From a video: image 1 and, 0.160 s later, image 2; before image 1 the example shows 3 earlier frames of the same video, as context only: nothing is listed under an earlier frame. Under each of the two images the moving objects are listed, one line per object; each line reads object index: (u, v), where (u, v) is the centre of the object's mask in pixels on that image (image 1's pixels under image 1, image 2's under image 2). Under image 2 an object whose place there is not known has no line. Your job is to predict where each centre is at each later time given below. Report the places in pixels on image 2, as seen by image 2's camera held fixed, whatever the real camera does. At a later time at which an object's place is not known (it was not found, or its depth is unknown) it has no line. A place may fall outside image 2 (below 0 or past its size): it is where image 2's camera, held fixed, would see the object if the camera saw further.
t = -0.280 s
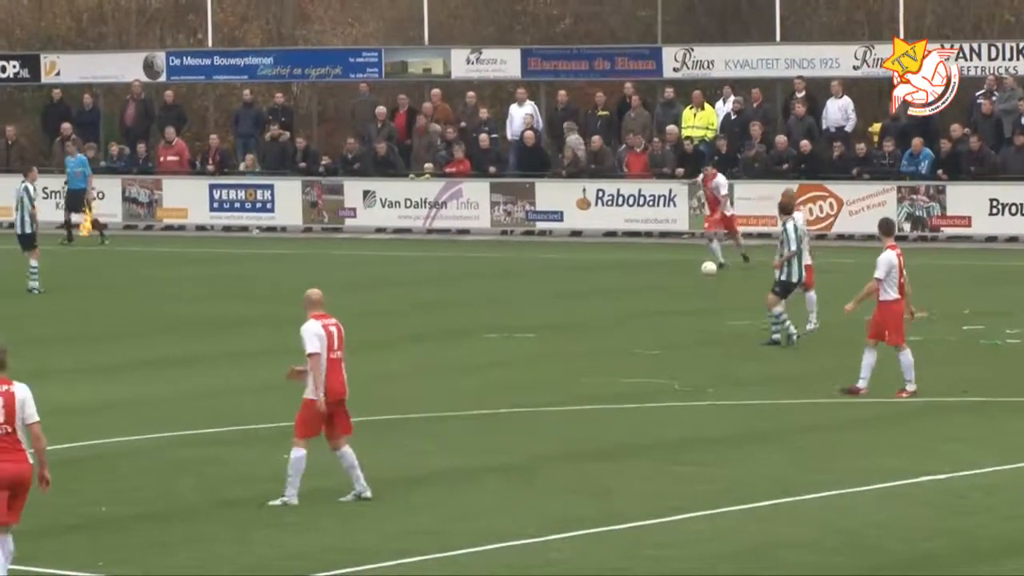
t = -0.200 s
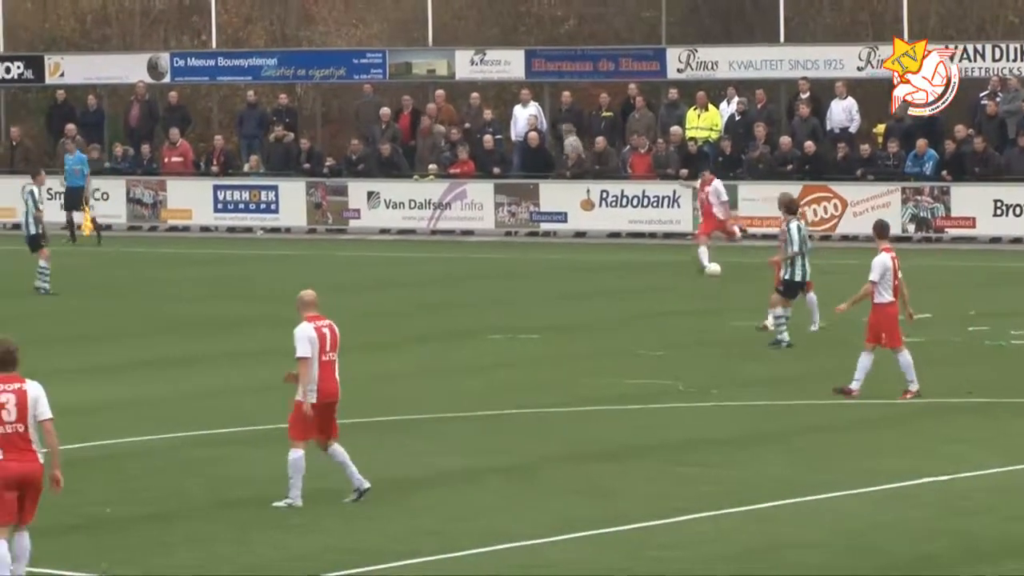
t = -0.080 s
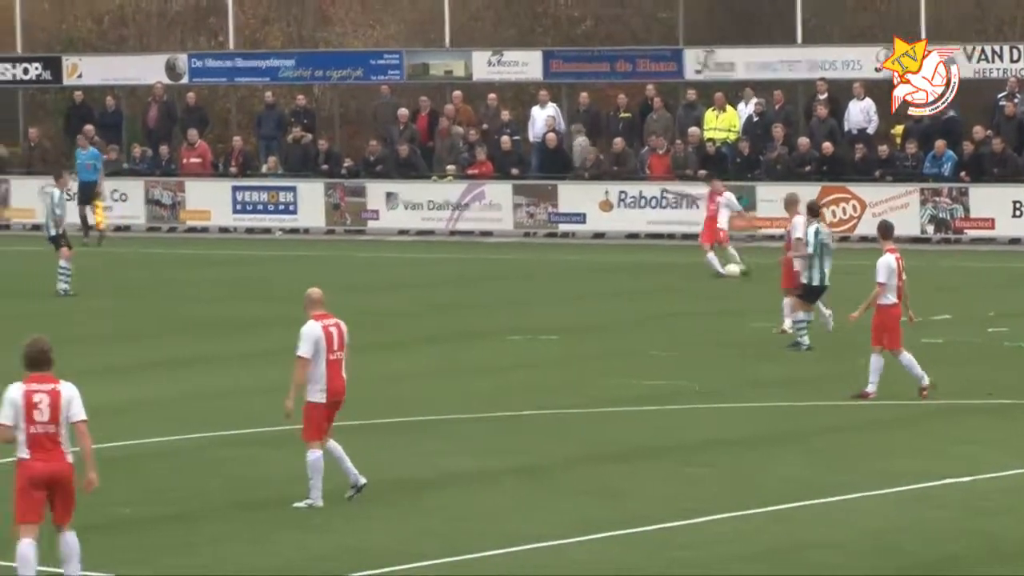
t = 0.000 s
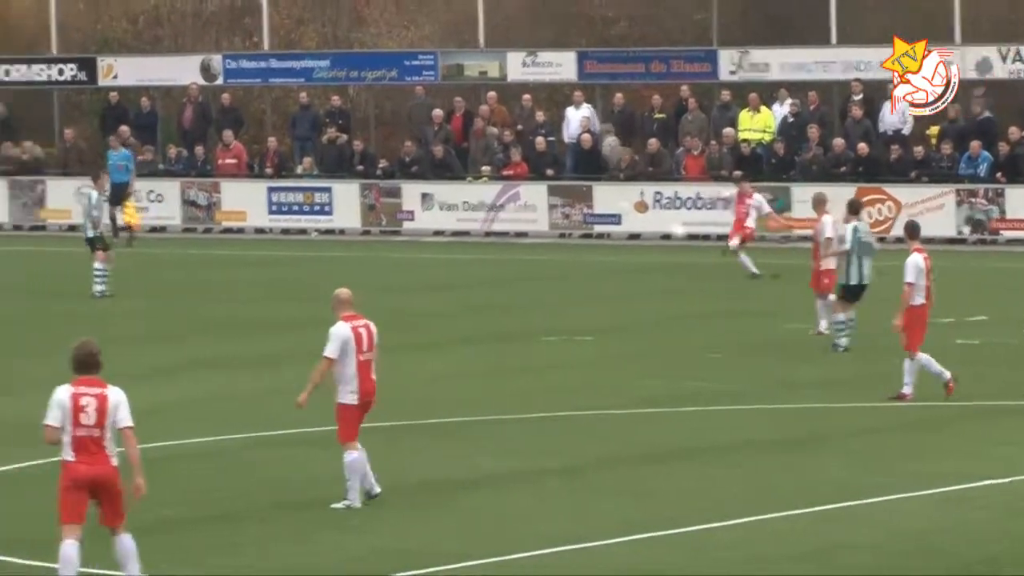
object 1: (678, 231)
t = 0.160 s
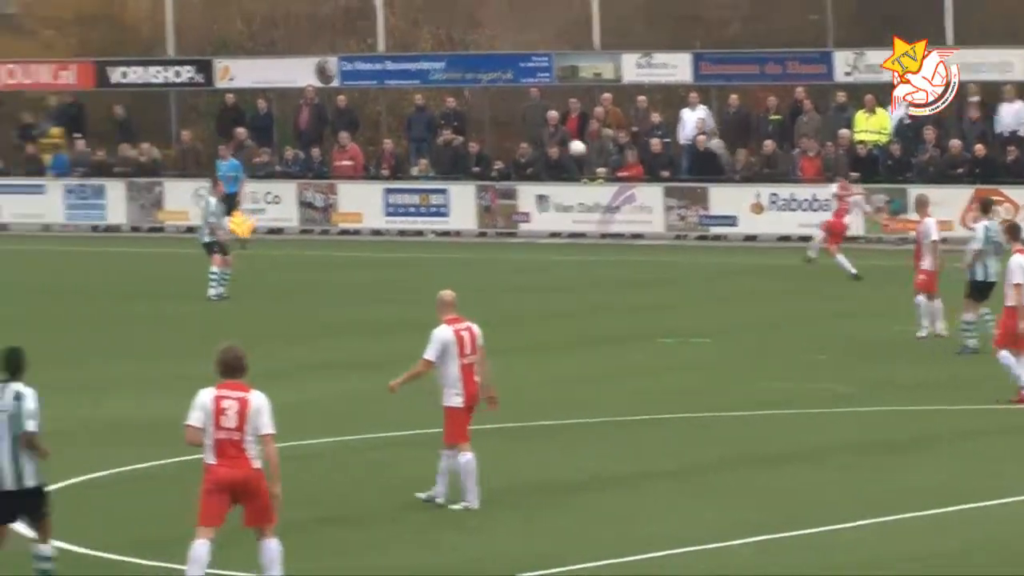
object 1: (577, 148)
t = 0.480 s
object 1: (129, 17)
